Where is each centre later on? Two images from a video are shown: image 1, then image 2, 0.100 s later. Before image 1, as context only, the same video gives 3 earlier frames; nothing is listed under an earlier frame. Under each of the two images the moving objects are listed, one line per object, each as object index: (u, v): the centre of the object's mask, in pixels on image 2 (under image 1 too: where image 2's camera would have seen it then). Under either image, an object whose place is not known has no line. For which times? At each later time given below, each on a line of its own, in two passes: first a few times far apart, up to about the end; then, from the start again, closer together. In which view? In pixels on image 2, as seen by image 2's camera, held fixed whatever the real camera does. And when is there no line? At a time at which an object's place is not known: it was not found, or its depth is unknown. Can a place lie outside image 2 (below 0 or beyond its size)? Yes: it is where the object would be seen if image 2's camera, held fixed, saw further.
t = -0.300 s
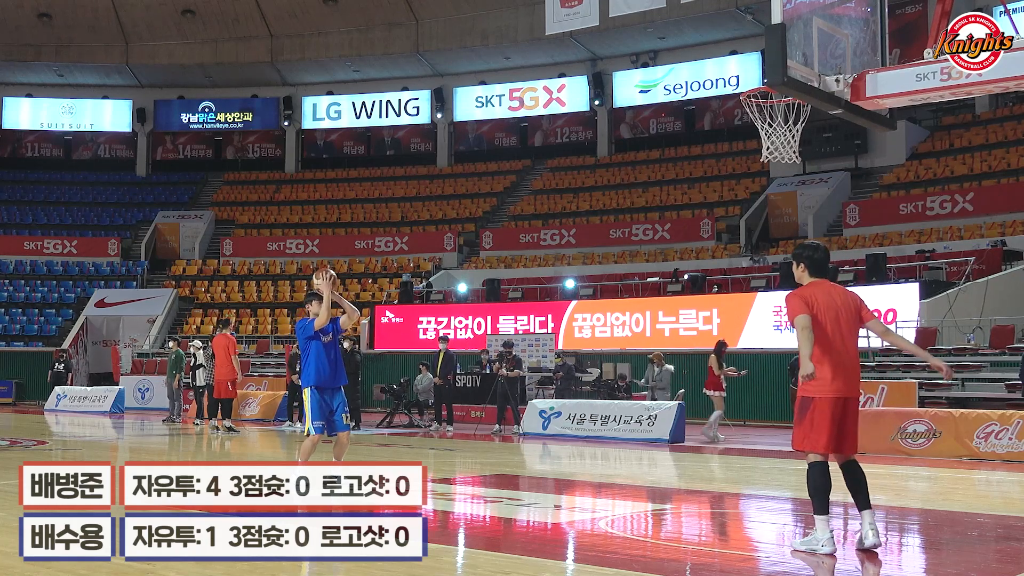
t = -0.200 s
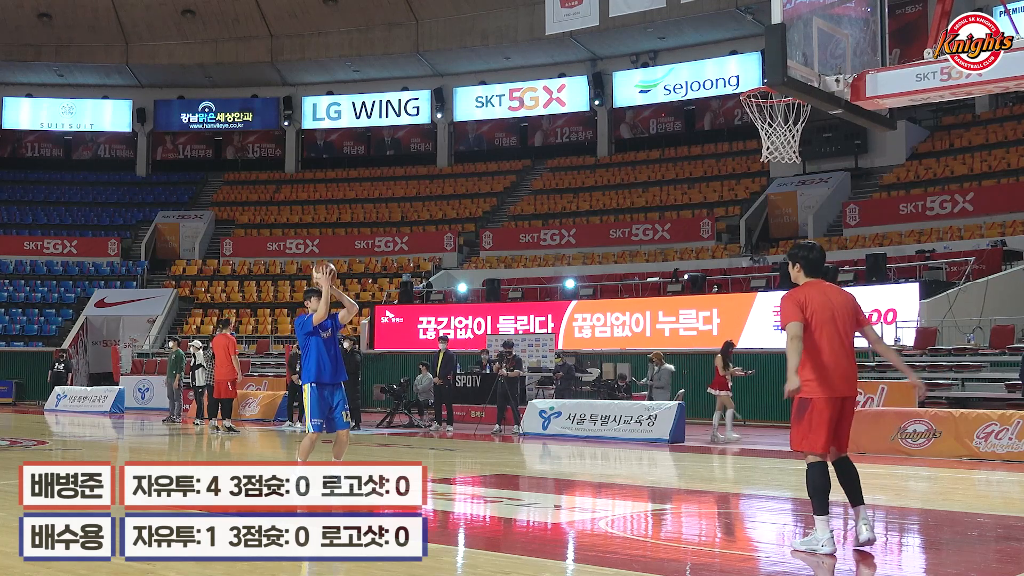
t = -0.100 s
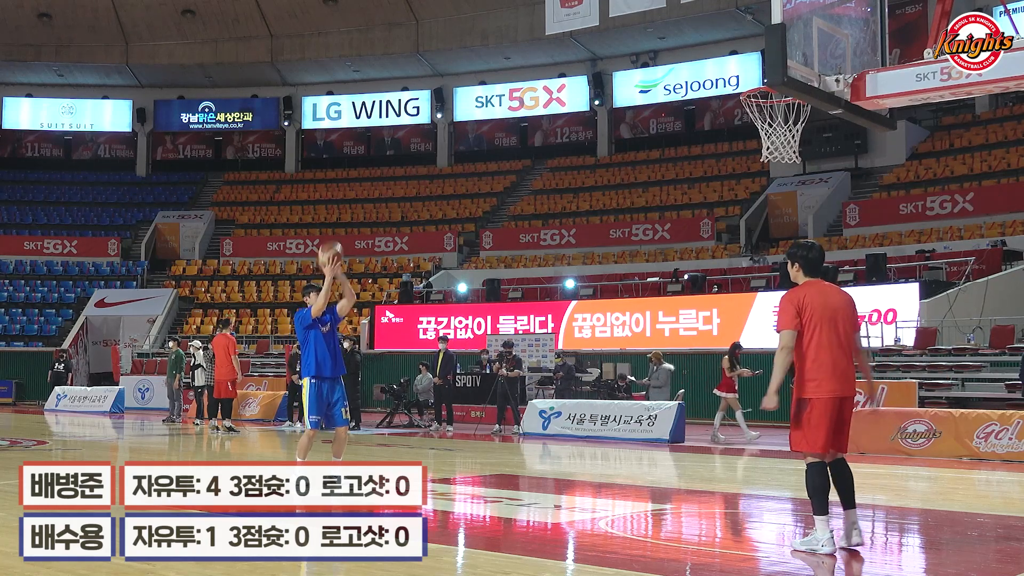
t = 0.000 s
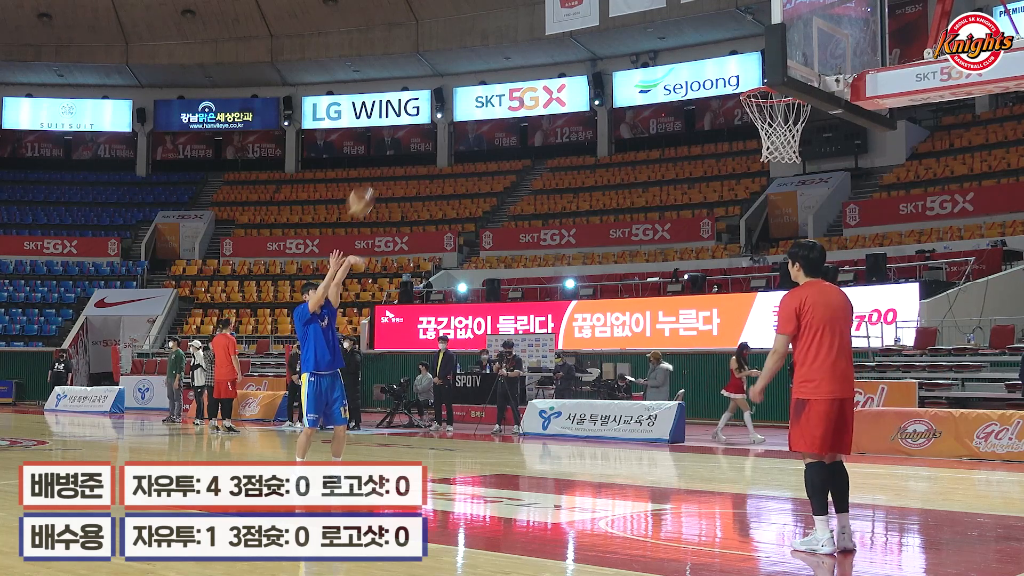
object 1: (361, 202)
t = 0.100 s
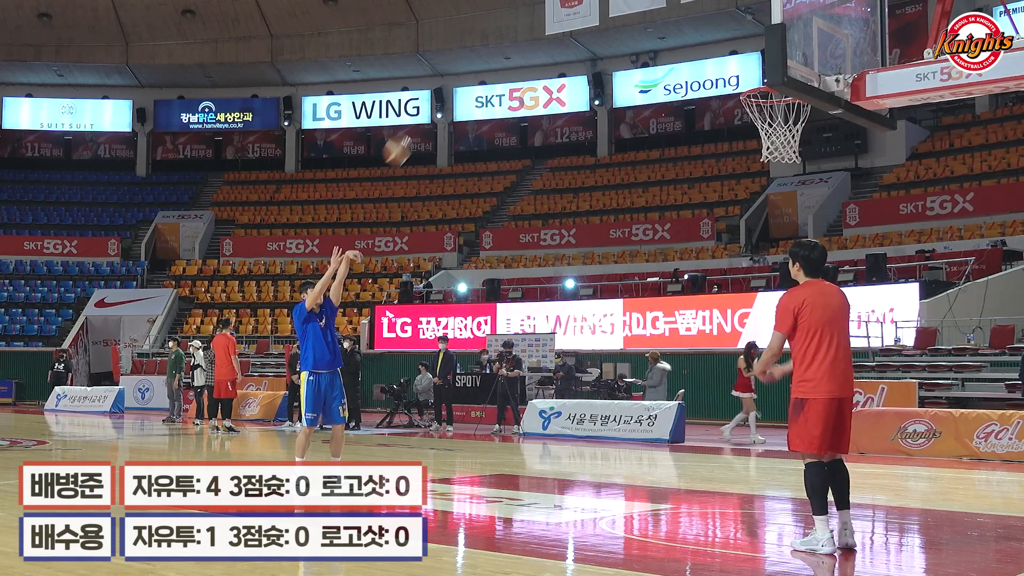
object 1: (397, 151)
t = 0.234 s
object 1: (448, 95)
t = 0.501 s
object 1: (562, 30)
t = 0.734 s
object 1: (675, 36)
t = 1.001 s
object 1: (811, 125)
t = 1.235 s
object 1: (815, 158)
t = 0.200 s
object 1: (438, 106)
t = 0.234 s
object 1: (448, 95)
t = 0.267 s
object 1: (463, 81)
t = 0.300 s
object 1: (477, 71)
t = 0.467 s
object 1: (548, 35)
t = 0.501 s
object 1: (562, 30)
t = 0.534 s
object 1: (577, 27)
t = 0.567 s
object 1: (594, 25)
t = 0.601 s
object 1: (608, 25)
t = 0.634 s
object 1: (625, 25)
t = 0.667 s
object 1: (641, 27)
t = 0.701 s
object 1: (658, 31)
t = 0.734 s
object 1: (675, 36)
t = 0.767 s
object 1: (692, 42)
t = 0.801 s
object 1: (709, 48)
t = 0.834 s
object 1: (729, 57)
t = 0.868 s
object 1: (748, 71)
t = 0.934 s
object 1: (787, 106)
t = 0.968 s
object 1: (804, 117)
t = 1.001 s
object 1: (811, 125)
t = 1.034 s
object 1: (814, 124)
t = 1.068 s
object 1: (817, 128)
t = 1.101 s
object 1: (815, 134)
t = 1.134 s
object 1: (815, 137)
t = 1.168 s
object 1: (815, 142)
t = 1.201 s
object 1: (815, 149)
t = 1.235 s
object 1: (815, 158)
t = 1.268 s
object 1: (815, 169)
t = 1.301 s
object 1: (815, 183)
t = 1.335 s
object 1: (815, 196)
